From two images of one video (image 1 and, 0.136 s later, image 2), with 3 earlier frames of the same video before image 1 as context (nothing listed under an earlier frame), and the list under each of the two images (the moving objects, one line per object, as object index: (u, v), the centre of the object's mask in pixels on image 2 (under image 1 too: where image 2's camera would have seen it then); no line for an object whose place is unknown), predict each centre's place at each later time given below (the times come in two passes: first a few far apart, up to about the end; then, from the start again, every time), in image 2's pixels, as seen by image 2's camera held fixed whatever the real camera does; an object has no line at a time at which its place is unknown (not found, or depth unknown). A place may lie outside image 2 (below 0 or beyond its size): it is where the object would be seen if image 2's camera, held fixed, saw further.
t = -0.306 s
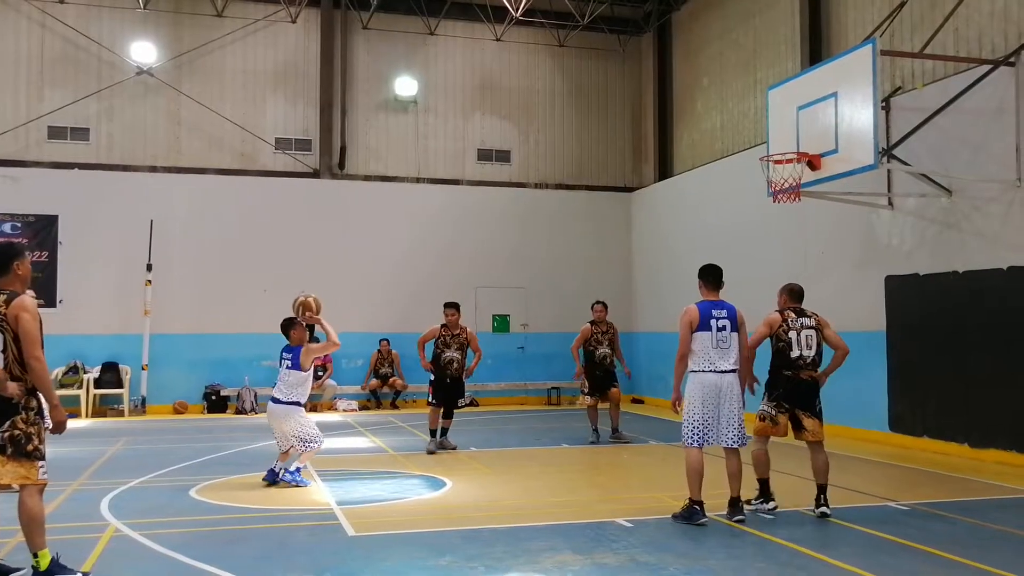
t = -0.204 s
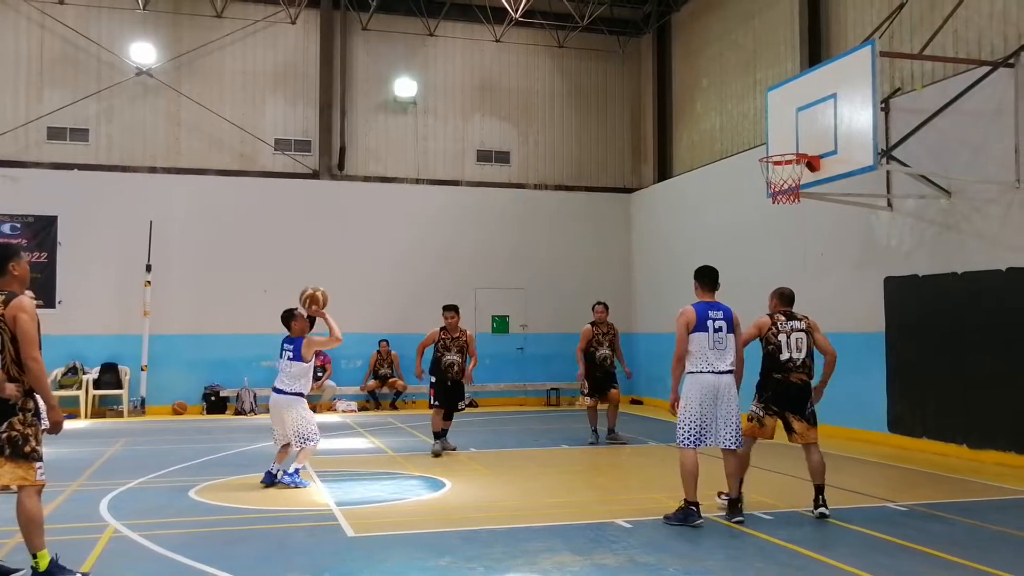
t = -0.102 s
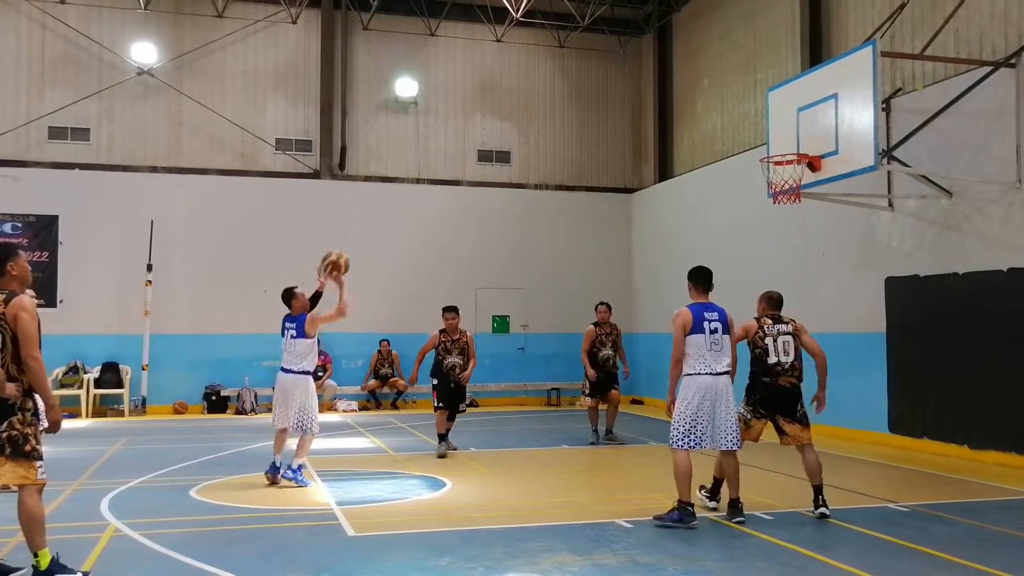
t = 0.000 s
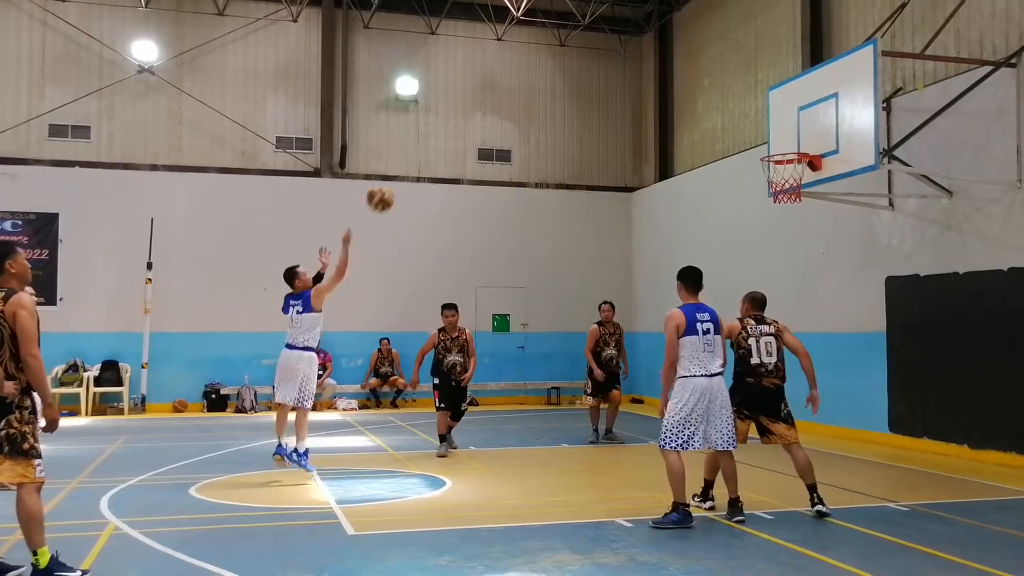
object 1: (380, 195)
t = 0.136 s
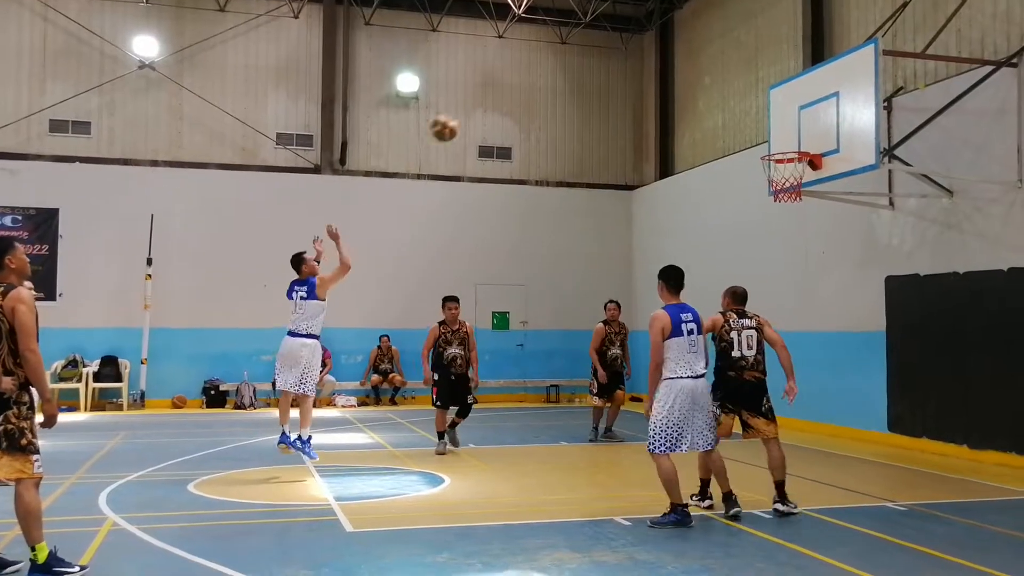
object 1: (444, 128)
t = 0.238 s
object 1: (491, 92)
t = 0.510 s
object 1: (606, 51)
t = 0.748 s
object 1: (701, 79)
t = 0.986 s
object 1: (782, 143)
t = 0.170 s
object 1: (461, 115)
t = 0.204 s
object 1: (476, 103)
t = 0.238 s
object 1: (491, 92)
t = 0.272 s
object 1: (507, 82)
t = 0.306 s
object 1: (521, 74)
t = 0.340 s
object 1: (536, 68)
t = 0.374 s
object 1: (550, 61)
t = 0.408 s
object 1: (564, 57)
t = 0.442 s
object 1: (578, 54)
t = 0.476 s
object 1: (592, 51)
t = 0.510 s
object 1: (606, 51)
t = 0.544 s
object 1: (619, 50)
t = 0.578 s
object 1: (633, 52)
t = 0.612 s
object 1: (647, 55)
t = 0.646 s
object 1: (661, 60)
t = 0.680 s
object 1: (674, 66)
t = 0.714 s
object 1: (689, 72)
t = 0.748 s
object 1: (701, 79)
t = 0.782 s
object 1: (712, 87)
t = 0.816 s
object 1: (725, 97)
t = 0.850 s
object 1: (738, 108)
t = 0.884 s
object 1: (751, 119)
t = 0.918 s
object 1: (764, 131)
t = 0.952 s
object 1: (775, 143)
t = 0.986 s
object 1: (782, 143)
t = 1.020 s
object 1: (789, 143)
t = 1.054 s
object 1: (795, 144)
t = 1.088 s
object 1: (800, 144)
